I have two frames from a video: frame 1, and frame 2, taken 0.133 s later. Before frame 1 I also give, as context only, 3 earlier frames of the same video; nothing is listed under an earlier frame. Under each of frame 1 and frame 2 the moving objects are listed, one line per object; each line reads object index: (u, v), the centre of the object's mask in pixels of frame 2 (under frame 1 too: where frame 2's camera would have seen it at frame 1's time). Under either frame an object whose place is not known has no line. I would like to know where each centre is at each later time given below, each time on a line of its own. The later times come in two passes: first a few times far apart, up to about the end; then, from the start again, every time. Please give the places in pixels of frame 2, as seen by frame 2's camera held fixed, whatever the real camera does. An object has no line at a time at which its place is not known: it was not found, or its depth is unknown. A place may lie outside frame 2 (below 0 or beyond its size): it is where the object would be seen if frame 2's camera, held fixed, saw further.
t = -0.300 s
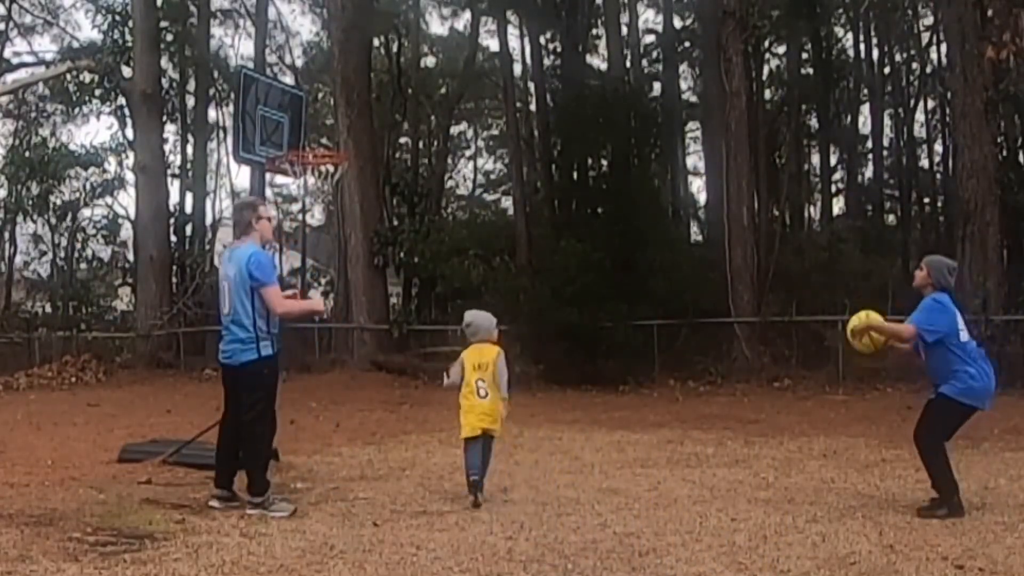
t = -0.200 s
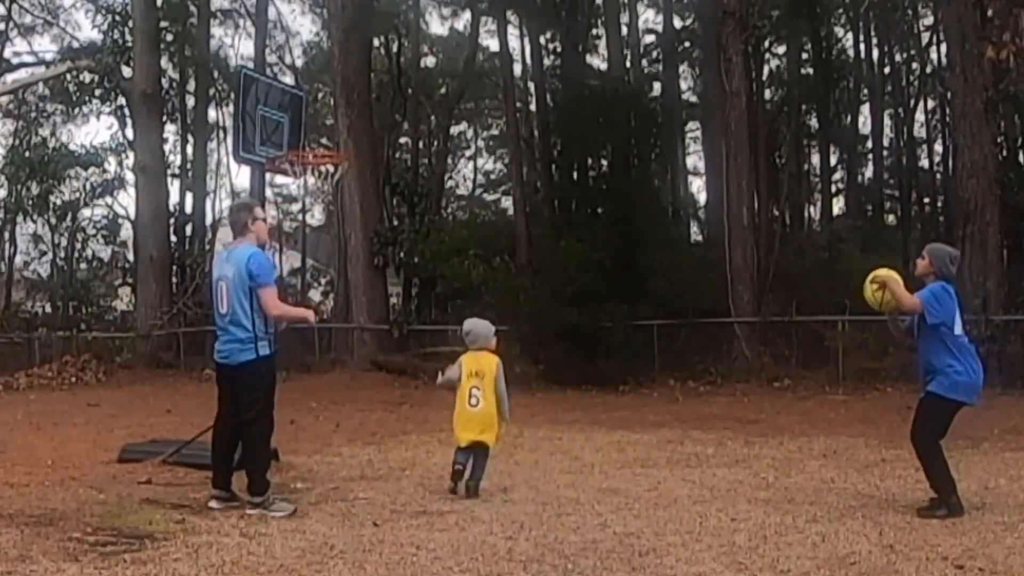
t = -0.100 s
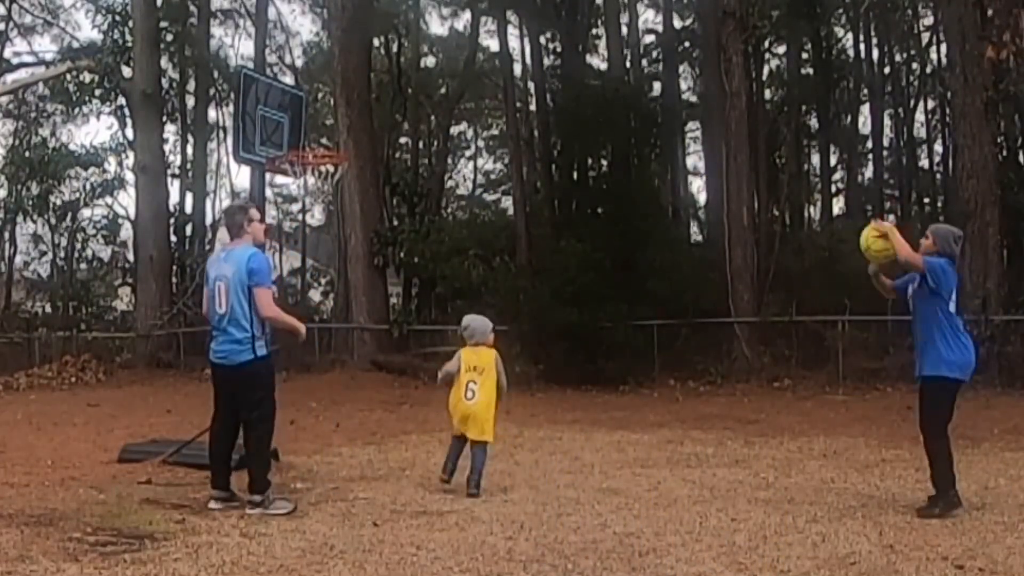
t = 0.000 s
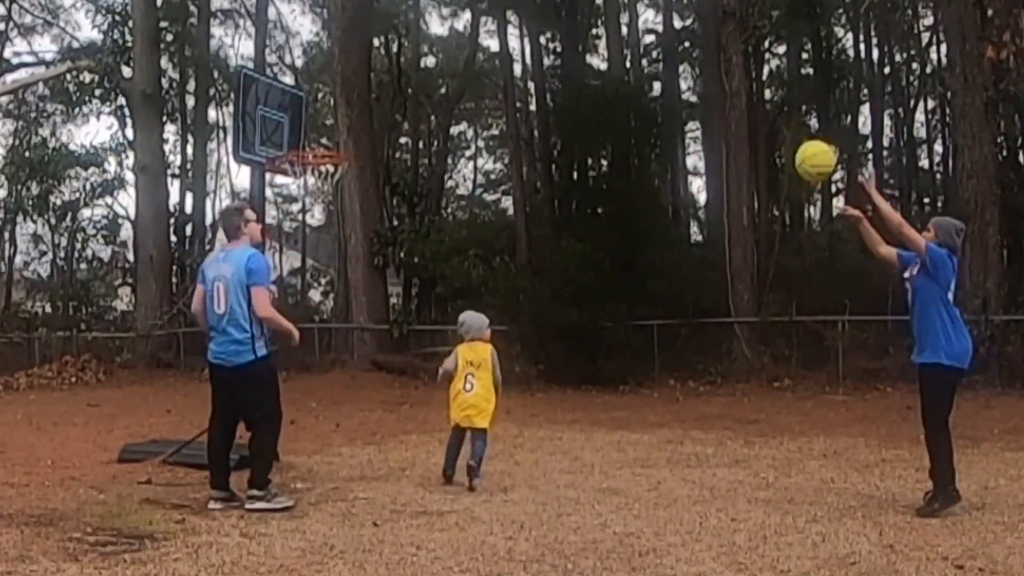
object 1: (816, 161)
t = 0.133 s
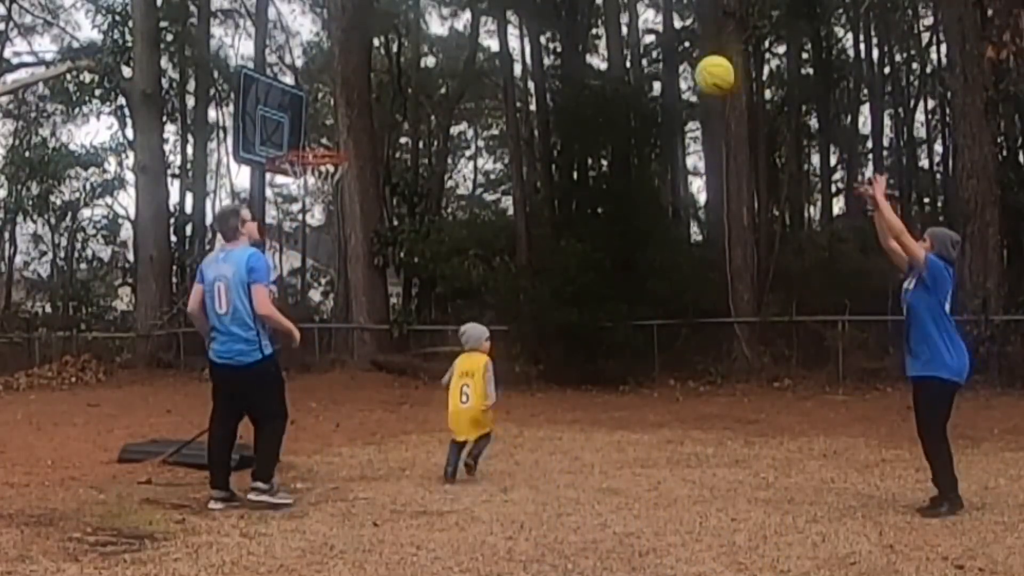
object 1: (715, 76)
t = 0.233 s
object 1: (644, 35)
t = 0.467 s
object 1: (493, 11)
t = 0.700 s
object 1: (360, 55)
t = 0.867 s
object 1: (289, 127)
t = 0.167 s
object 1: (691, 60)
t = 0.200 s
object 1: (667, 47)
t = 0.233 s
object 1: (644, 35)
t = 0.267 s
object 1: (621, 25)
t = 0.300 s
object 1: (598, 18)
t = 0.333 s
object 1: (577, 15)
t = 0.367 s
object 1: (555, 12)
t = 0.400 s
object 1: (534, 11)
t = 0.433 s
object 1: (513, 10)
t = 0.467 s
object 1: (493, 11)
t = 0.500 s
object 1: (473, 11)
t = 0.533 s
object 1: (454, 15)
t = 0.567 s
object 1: (434, 19)
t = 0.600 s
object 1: (415, 25)
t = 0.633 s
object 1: (396, 34)
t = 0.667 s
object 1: (379, 45)
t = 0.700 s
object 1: (360, 55)
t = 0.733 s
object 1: (342, 68)
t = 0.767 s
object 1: (324, 82)
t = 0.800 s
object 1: (308, 97)
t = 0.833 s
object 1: (291, 114)
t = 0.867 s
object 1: (289, 127)
